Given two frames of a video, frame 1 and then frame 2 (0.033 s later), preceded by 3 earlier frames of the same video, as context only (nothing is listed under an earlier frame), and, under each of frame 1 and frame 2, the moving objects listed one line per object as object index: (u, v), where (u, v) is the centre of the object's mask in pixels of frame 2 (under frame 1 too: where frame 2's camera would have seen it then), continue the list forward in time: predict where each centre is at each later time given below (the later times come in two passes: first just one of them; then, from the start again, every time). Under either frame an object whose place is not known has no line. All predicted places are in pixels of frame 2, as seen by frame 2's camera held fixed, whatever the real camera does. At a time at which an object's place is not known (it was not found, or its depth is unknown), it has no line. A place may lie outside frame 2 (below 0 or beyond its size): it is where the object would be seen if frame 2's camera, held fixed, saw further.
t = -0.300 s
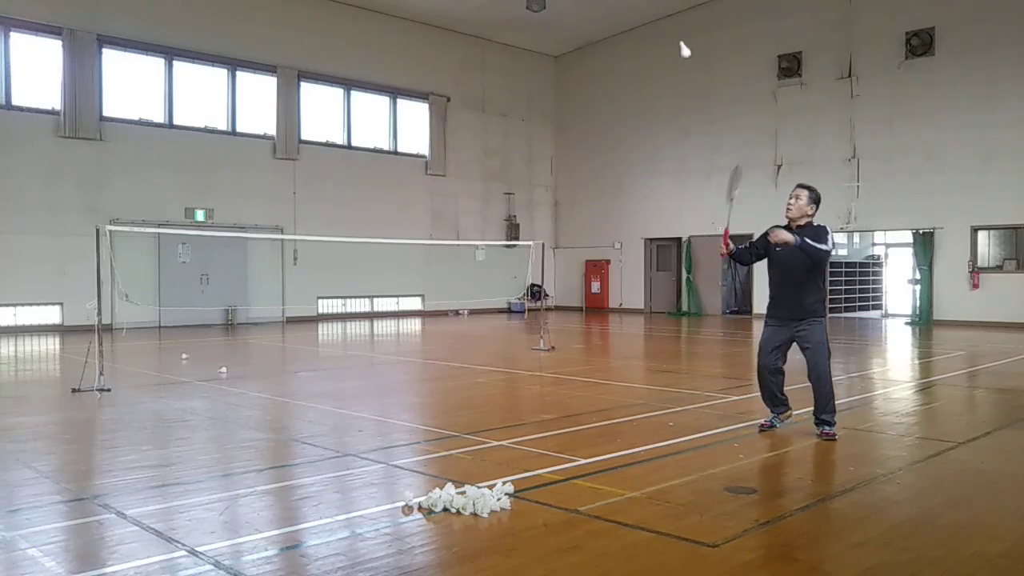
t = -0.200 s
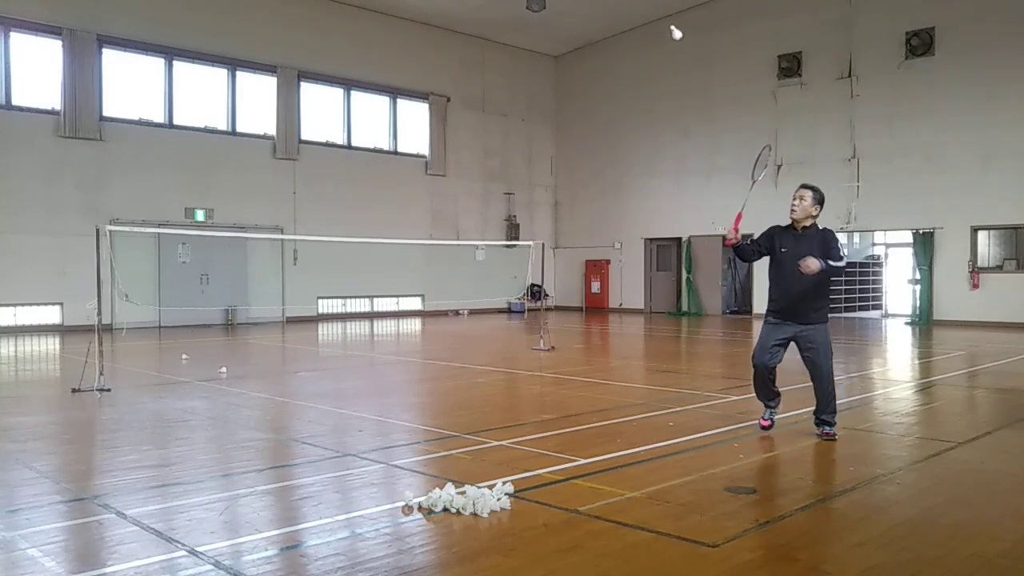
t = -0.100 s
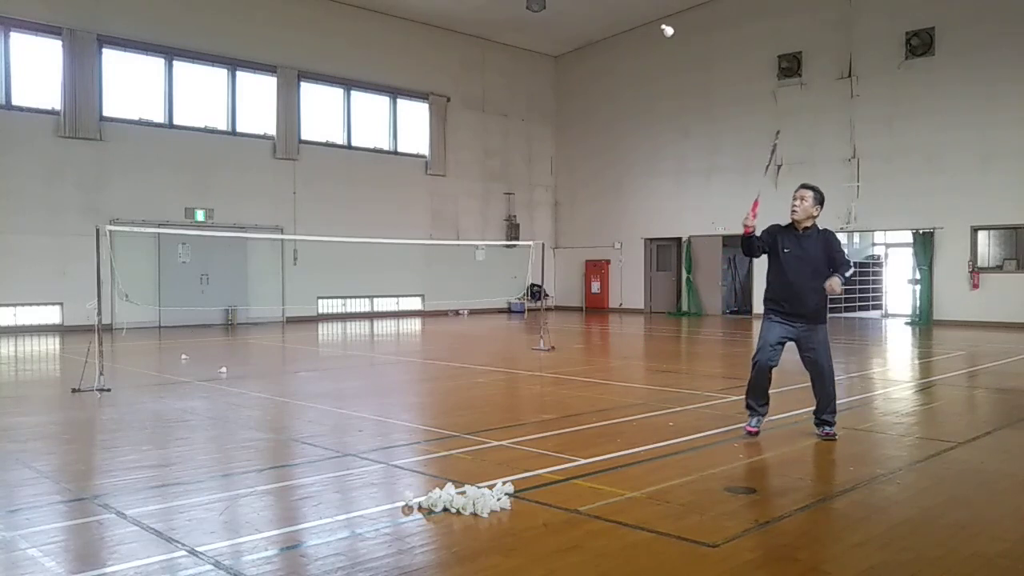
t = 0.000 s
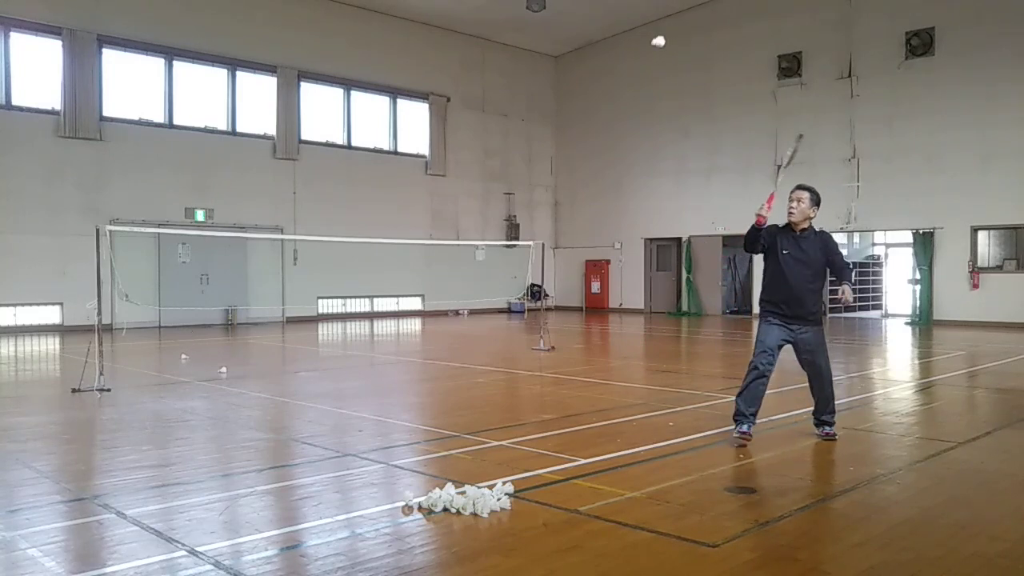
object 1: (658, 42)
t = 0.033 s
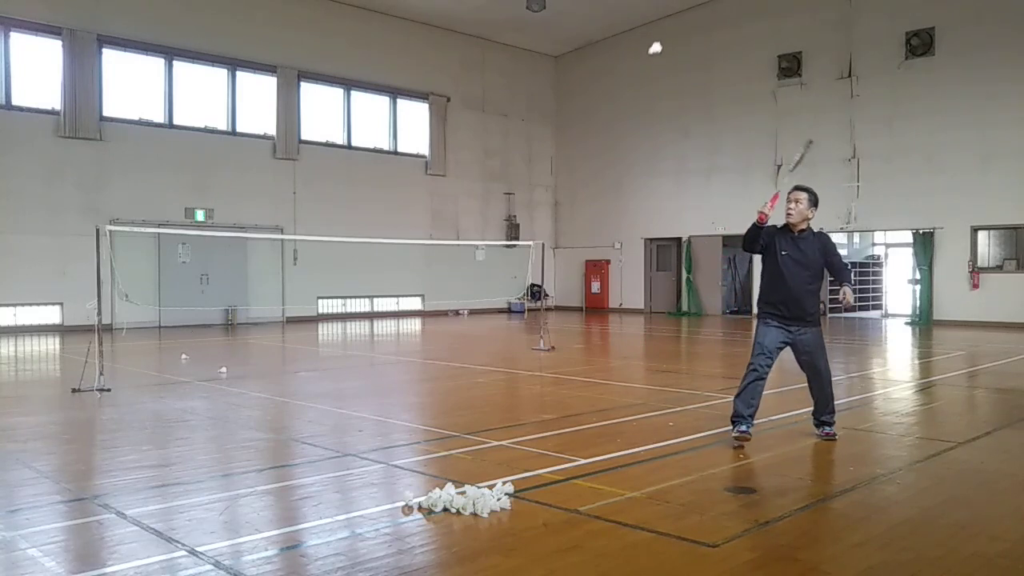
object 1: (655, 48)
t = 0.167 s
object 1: (640, 96)
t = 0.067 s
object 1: (651, 57)
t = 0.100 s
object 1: (648, 68)
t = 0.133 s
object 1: (644, 80)
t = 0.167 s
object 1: (640, 96)
